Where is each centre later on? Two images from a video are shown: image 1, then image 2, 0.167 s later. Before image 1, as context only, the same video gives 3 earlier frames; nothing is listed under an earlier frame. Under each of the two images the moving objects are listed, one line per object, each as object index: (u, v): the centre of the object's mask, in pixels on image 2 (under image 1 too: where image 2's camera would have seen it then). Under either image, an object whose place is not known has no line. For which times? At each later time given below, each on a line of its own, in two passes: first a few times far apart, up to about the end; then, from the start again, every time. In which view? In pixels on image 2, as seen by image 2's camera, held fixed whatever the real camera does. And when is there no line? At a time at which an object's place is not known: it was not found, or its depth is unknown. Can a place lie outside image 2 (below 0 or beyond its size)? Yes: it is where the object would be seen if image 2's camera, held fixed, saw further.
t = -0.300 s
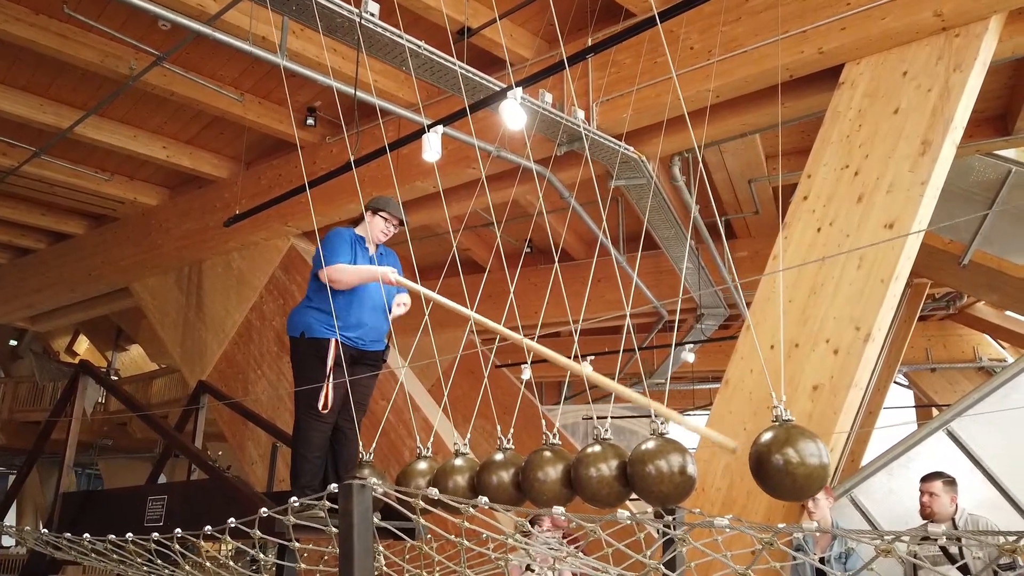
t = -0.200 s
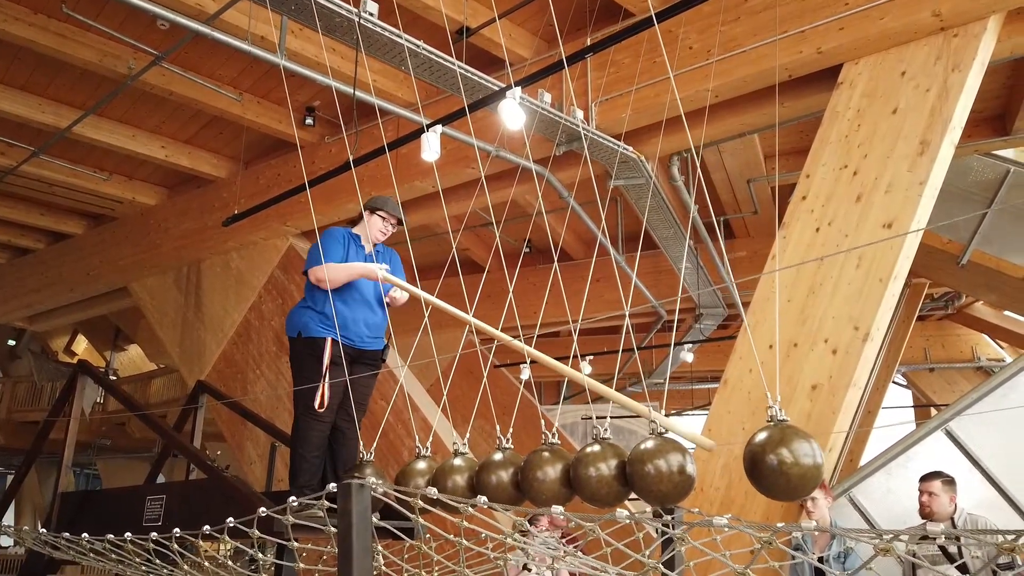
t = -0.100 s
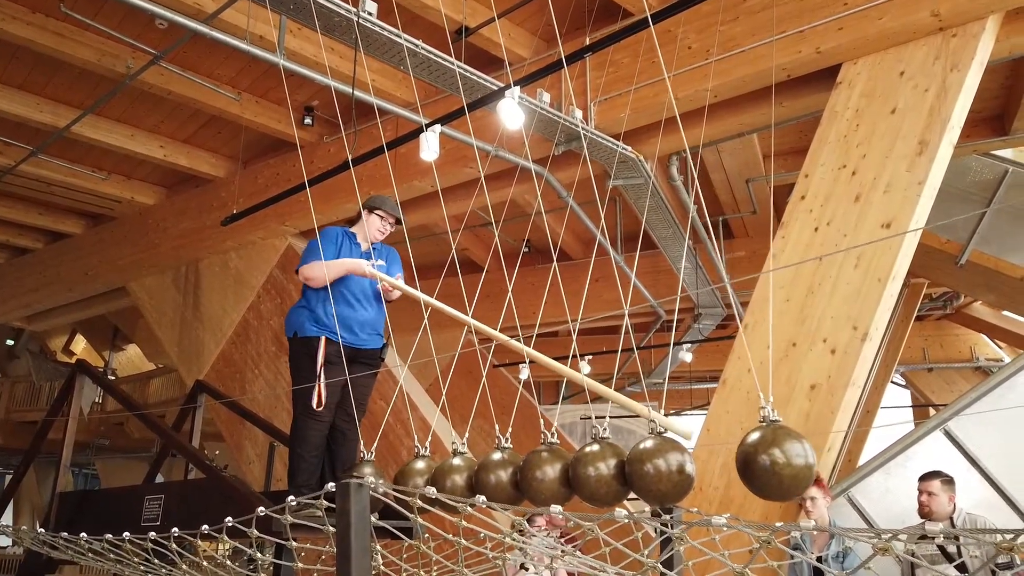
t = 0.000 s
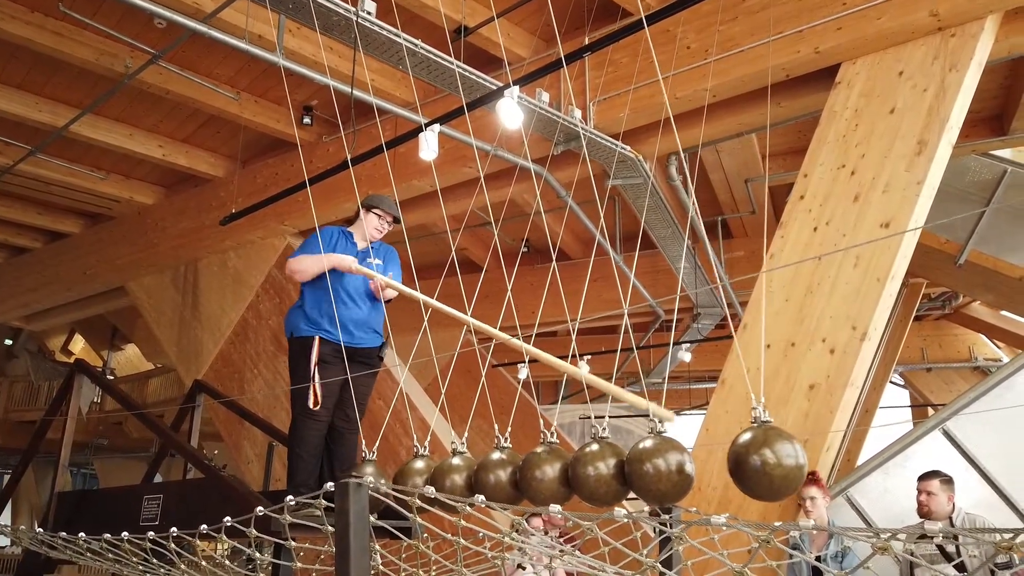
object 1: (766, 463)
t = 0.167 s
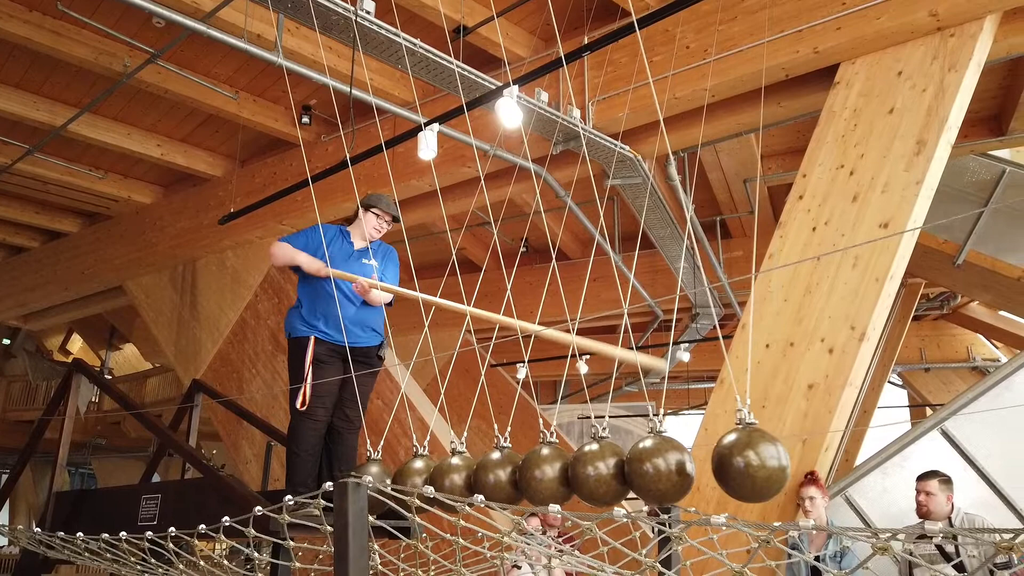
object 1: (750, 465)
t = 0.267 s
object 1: (740, 465)
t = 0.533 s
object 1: (734, 466)
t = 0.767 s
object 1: (748, 465)
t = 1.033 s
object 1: (758, 464)
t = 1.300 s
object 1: (761, 463)
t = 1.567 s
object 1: (756, 464)
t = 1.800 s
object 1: (745, 465)
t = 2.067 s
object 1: (728, 466)
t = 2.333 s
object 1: (734, 466)
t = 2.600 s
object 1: (748, 465)
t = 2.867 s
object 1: (758, 464)
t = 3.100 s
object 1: (759, 464)
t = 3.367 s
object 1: (753, 464)
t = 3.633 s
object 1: (741, 465)
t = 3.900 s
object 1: (729, 466)
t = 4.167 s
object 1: (734, 466)
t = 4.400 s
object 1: (735, 466)
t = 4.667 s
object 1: (734, 466)
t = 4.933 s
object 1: (730, 466)
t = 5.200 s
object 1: (728, 466)
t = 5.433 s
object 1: (728, 466)
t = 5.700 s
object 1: (732, 466)
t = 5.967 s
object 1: (734, 466)
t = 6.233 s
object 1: (733, 466)
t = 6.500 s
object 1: (729, 466)
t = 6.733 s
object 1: (728, 466)
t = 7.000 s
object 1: (730, 466)
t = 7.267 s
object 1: (731, 466)
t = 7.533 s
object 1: (731, 465)
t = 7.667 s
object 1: (731, 466)
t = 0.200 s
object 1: (747, 465)
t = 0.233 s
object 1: (743, 465)
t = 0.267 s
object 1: (740, 465)
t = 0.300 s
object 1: (736, 466)
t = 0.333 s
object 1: (733, 466)
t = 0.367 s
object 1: (729, 466)
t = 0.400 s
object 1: (726, 467)
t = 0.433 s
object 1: (727, 466)
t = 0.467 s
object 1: (729, 466)
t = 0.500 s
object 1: (731, 466)
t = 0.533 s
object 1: (734, 466)
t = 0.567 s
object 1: (736, 466)
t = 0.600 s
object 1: (738, 466)
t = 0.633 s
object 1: (740, 465)
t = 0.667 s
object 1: (742, 465)
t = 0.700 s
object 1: (744, 465)
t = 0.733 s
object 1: (746, 465)
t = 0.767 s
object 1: (748, 465)
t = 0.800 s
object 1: (749, 465)
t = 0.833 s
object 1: (751, 464)
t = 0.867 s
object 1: (752, 464)
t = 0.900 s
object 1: (754, 464)
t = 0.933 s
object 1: (755, 464)
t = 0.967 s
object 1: (756, 464)
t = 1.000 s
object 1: (757, 464)
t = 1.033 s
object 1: (758, 464)
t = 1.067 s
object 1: (759, 464)
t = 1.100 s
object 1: (760, 463)
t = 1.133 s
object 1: (760, 463)
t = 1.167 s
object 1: (761, 463)
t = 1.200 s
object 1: (761, 463)
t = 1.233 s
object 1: (761, 463)
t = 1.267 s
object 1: (761, 463)
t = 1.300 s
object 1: (761, 463)
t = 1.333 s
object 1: (761, 463)
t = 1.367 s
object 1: (761, 464)
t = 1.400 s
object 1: (760, 464)
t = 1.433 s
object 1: (760, 464)
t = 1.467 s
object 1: (759, 464)
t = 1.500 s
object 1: (758, 464)
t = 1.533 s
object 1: (757, 464)
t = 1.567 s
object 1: (756, 464)
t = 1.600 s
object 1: (754, 464)
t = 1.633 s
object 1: (753, 464)
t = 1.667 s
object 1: (751, 464)
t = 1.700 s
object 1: (750, 464)
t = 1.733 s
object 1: (748, 465)
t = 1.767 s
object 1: (746, 465)
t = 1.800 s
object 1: (745, 465)
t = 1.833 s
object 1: (743, 465)
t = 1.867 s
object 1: (741, 465)
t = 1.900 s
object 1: (739, 466)
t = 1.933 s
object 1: (736, 466)
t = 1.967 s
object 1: (734, 466)
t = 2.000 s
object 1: (732, 466)
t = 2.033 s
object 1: (730, 466)
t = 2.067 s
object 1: (728, 466)
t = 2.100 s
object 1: (725, 466)
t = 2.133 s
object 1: (724, 467)
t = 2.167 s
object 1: (724, 467)
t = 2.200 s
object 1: (725, 466)
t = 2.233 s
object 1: (727, 466)
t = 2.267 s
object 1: (729, 466)
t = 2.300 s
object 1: (732, 466)
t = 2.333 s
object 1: (734, 466)
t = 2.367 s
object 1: (736, 466)
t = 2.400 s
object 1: (738, 465)
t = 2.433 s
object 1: (740, 465)
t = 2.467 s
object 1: (742, 465)
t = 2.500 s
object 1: (744, 465)
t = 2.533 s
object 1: (745, 465)
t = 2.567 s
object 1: (747, 465)
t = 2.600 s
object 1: (748, 465)
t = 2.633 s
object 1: (750, 464)
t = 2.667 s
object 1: (751, 464)
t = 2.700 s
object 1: (753, 464)
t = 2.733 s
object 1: (754, 464)
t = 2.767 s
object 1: (755, 464)
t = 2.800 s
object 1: (756, 464)
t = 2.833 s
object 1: (757, 464)
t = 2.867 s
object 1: (758, 464)
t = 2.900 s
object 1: (758, 464)
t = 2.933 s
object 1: (759, 464)
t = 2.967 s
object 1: (759, 464)
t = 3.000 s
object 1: (759, 464)
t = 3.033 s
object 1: (759, 464)
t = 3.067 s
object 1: (759, 464)
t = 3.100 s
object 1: (759, 464)
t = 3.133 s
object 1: (759, 464)
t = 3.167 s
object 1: (758, 464)
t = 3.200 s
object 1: (758, 464)
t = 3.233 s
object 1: (757, 464)
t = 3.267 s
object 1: (756, 464)
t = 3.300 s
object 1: (755, 464)
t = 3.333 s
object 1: (754, 464)
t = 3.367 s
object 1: (753, 464)
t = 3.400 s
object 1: (752, 464)
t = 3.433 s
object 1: (751, 464)
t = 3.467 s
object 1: (749, 465)
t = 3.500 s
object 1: (748, 465)
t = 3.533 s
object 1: (746, 465)
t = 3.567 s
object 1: (744, 465)
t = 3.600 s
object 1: (742, 465)
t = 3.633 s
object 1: (741, 465)
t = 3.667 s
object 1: (739, 466)
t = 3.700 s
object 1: (737, 466)
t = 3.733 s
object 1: (734, 466)
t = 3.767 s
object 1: (732, 466)
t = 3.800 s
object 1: (730, 466)
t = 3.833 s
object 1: (728, 466)
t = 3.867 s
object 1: (728, 466)
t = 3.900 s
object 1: (729, 466)
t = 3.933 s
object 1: (729, 466)
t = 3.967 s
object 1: (730, 466)
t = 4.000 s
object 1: (731, 466)
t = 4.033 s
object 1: (731, 466)
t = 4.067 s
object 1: (732, 466)
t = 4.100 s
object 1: (733, 466)
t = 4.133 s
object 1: (733, 466)
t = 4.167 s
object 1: (734, 466)
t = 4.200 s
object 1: (734, 466)
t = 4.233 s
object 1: (734, 466)
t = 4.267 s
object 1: (735, 466)
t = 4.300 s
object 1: (735, 466)
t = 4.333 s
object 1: (735, 466)
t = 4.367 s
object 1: (735, 466)
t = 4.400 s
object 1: (735, 466)
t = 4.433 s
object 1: (735, 466)
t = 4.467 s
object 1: (735, 466)
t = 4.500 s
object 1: (735, 466)
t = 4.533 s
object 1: (735, 466)
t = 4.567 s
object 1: (735, 466)
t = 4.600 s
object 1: (735, 466)
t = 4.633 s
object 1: (735, 466)
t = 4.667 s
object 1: (734, 466)
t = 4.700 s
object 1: (734, 466)
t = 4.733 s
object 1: (734, 466)
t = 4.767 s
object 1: (733, 466)
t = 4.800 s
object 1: (732, 466)
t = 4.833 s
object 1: (732, 466)
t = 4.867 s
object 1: (731, 466)
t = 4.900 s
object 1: (730, 466)
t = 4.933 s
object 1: (730, 466)
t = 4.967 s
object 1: (729, 466)
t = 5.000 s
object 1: (728, 466)
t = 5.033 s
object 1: (728, 466)
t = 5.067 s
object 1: (728, 466)
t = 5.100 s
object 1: (728, 466)
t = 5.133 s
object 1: (728, 466)
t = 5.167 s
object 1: (728, 466)
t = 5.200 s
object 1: (728, 466)
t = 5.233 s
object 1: (727, 466)
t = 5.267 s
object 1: (727, 466)
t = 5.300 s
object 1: (727, 466)
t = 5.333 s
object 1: (727, 466)
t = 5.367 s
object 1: (726, 466)
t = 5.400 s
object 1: (727, 466)
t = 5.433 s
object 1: (728, 466)
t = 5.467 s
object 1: (728, 466)
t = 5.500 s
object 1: (729, 466)
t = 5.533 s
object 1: (730, 466)
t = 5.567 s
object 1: (730, 466)
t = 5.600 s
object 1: (731, 466)
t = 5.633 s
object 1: (731, 466)
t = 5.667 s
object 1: (732, 466)
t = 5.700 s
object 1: (732, 466)
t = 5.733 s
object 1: (733, 466)
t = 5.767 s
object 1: (733, 466)
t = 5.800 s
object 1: (733, 466)
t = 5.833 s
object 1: (734, 466)
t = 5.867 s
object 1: (734, 466)
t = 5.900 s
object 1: (734, 466)
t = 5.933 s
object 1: (734, 466)
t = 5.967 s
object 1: (734, 466)
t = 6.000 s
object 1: (734, 466)
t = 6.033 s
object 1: (734, 466)
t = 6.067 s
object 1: (734, 466)
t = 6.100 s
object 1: (734, 466)
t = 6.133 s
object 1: (733, 466)
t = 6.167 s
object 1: (733, 466)
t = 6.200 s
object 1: (733, 466)
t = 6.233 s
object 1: (733, 466)
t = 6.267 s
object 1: (732, 466)
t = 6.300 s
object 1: (732, 466)
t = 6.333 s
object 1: (731, 466)
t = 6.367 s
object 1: (731, 466)
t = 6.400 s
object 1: (730, 466)
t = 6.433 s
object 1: (730, 466)
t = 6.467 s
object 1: (729, 466)
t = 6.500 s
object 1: (729, 466)
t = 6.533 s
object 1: (728, 466)
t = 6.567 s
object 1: (727, 466)
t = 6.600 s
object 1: (728, 466)
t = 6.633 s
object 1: (728, 466)
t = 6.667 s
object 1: (728, 466)
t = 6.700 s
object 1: (728, 466)
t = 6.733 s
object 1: (728, 466)
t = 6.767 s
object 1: (729, 466)
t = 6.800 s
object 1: (729, 466)
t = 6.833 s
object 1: (729, 466)
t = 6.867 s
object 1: (729, 466)
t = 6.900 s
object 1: (729, 466)
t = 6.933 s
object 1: (729, 466)
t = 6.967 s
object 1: (729, 466)
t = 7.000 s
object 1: (730, 466)
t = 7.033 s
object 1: (730, 466)
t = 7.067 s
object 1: (731, 466)
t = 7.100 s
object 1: (731, 466)
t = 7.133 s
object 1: (731, 466)
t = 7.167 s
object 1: (731, 466)
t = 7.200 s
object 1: (731, 466)
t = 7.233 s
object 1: (731, 466)
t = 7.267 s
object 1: (731, 466)
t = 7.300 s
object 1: (731, 466)
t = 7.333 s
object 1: (731, 466)
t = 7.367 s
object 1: (731, 466)
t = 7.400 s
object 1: (731, 466)
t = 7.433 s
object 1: (731, 466)
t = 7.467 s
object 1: (731, 465)
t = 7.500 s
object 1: (731, 466)
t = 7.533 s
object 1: (731, 465)
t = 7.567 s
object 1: (731, 465)
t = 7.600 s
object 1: (731, 465)
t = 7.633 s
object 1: (731, 466)
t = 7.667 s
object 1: (731, 466)
